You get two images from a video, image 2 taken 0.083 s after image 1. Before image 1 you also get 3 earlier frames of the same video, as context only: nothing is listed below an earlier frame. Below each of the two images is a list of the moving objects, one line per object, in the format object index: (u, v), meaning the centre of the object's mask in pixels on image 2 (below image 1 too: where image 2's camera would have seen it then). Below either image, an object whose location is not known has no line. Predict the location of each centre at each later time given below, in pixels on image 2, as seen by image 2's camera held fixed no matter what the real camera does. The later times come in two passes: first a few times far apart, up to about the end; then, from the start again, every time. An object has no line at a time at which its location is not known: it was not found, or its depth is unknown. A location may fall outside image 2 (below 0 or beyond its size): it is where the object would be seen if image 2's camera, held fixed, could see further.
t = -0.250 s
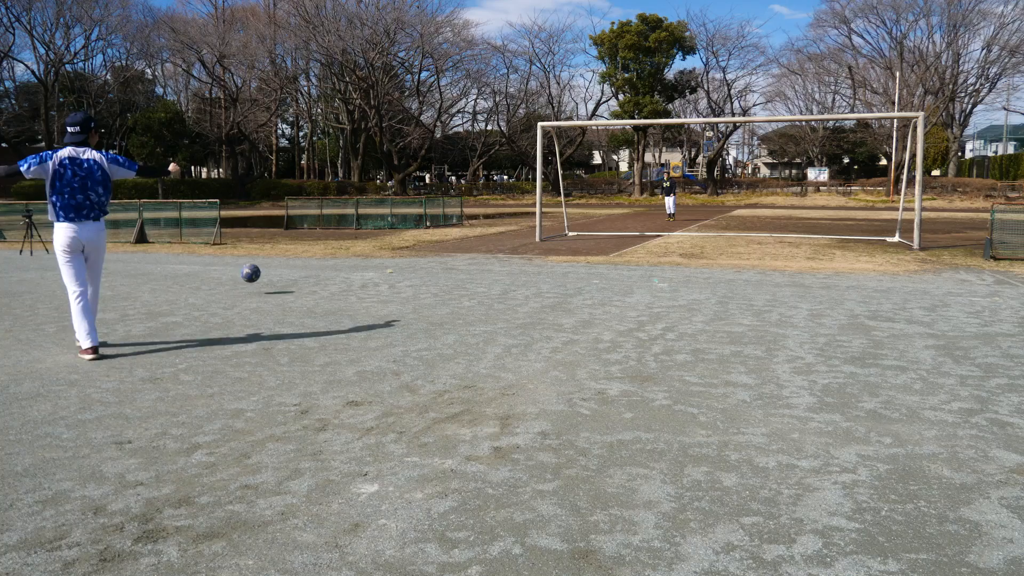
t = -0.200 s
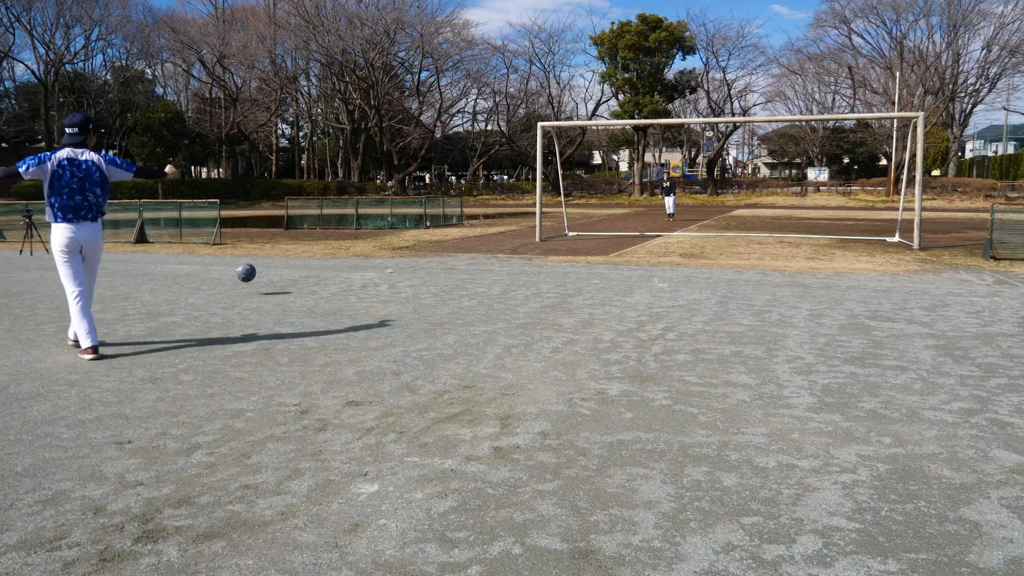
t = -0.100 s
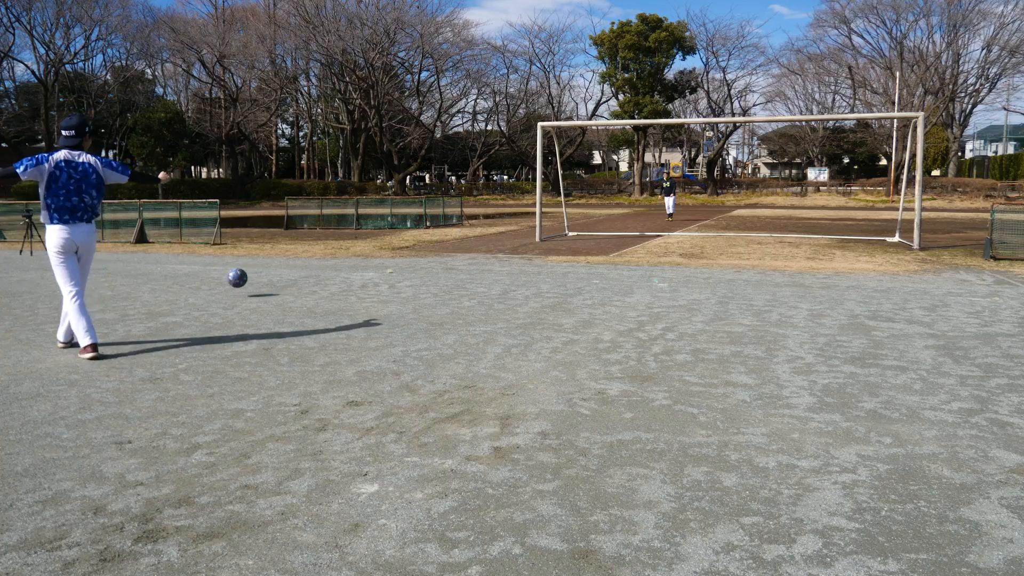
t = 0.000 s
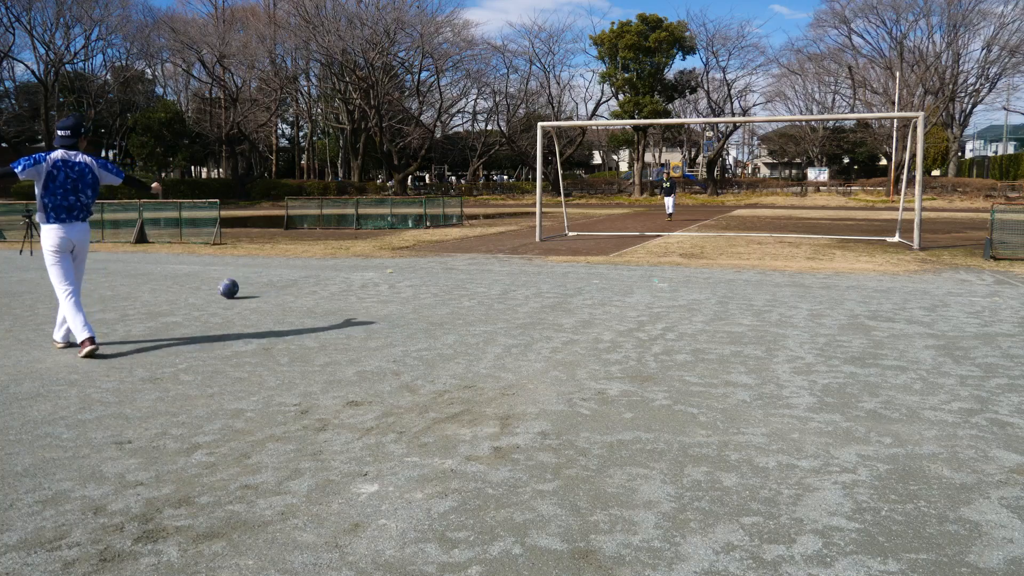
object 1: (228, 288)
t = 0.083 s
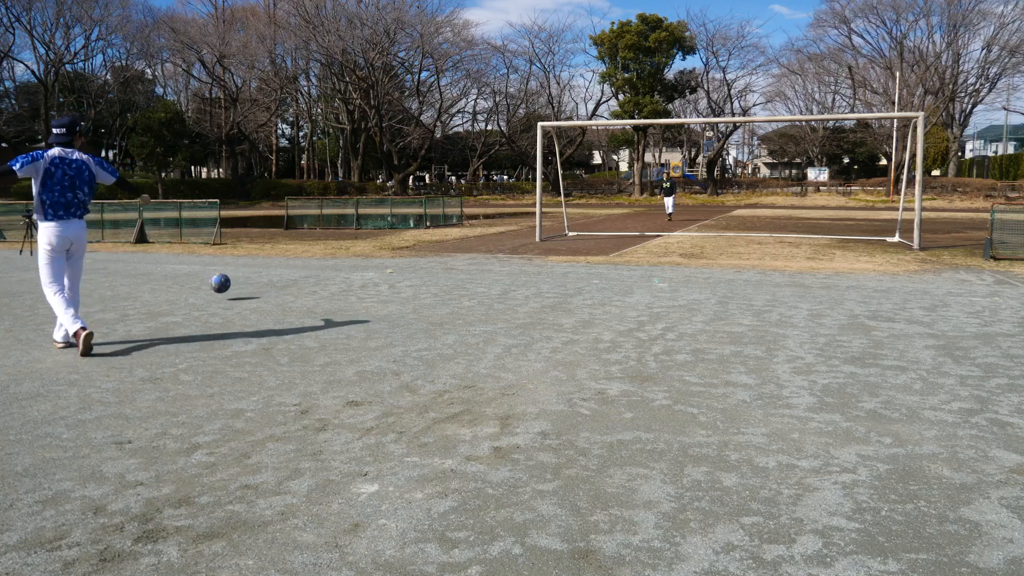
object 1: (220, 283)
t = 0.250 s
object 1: (204, 292)
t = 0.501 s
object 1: (178, 297)
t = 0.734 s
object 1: (152, 302)
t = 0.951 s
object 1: (125, 307)
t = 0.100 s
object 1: (219, 283)
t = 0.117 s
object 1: (217, 283)
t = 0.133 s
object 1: (216, 284)
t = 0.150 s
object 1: (214, 284)
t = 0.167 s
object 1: (212, 285)
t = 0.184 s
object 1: (211, 286)
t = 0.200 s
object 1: (209, 287)
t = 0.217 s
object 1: (208, 288)
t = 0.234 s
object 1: (206, 290)
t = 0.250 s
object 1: (204, 292)
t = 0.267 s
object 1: (202, 293)
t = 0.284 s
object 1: (201, 293)
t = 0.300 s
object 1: (199, 292)
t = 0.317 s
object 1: (197, 291)
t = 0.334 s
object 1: (196, 290)
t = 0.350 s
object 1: (194, 291)
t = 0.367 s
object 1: (192, 291)
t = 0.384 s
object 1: (190, 291)
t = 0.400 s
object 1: (189, 292)
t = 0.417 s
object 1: (187, 293)
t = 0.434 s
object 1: (185, 294)
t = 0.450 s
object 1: (183, 295)
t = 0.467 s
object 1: (182, 297)
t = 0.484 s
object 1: (180, 297)
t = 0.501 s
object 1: (178, 297)
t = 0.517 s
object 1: (177, 296)
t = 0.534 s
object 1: (175, 296)
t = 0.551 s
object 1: (173, 296)
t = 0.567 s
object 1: (171, 296)
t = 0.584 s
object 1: (169, 297)
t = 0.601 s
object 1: (167, 298)
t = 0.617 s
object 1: (165, 299)
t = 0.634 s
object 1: (164, 301)
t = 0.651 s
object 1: (162, 301)
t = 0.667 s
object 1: (160, 301)
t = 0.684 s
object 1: (158, 300)
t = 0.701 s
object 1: (156, 300)
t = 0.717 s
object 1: (154, 301)
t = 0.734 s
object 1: (152, 302)
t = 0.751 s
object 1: (150, 302)
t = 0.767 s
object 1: (148, 303)
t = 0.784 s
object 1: (146, 303)
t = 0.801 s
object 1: (144, 303)
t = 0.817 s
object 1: (142, 304)
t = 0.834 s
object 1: (140, 304)
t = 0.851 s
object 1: (138, 305)
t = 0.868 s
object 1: (136, 305)
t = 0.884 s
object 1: (134, 305)
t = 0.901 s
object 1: (132, 306)
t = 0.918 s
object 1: (130, 307)
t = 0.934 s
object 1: (128, 307)
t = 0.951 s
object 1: (125, 307)
